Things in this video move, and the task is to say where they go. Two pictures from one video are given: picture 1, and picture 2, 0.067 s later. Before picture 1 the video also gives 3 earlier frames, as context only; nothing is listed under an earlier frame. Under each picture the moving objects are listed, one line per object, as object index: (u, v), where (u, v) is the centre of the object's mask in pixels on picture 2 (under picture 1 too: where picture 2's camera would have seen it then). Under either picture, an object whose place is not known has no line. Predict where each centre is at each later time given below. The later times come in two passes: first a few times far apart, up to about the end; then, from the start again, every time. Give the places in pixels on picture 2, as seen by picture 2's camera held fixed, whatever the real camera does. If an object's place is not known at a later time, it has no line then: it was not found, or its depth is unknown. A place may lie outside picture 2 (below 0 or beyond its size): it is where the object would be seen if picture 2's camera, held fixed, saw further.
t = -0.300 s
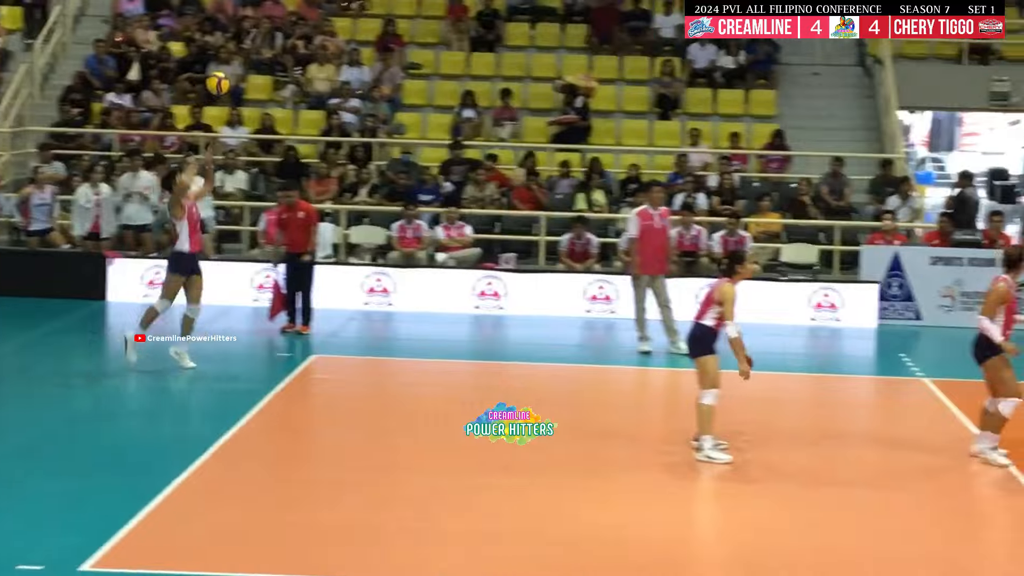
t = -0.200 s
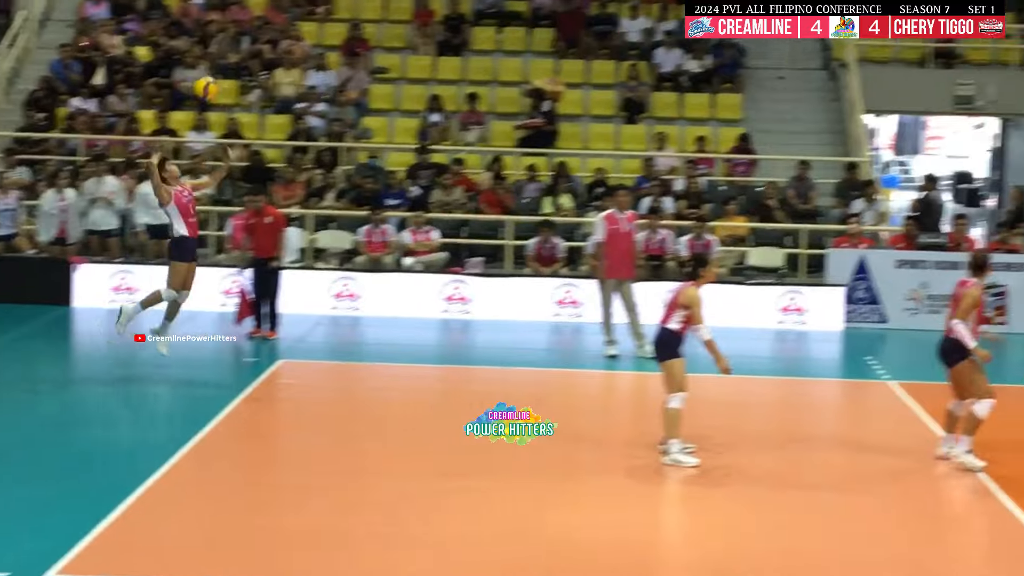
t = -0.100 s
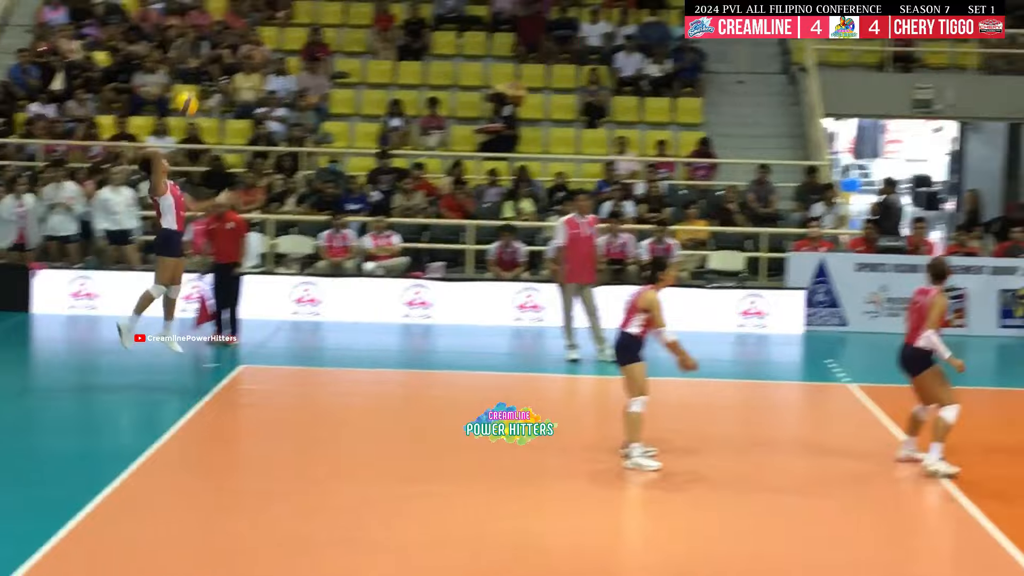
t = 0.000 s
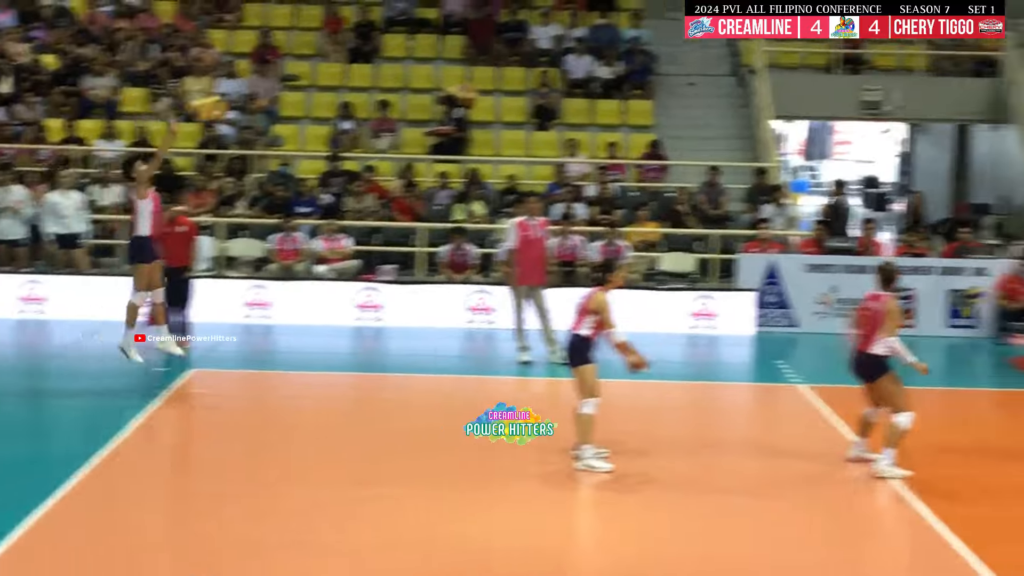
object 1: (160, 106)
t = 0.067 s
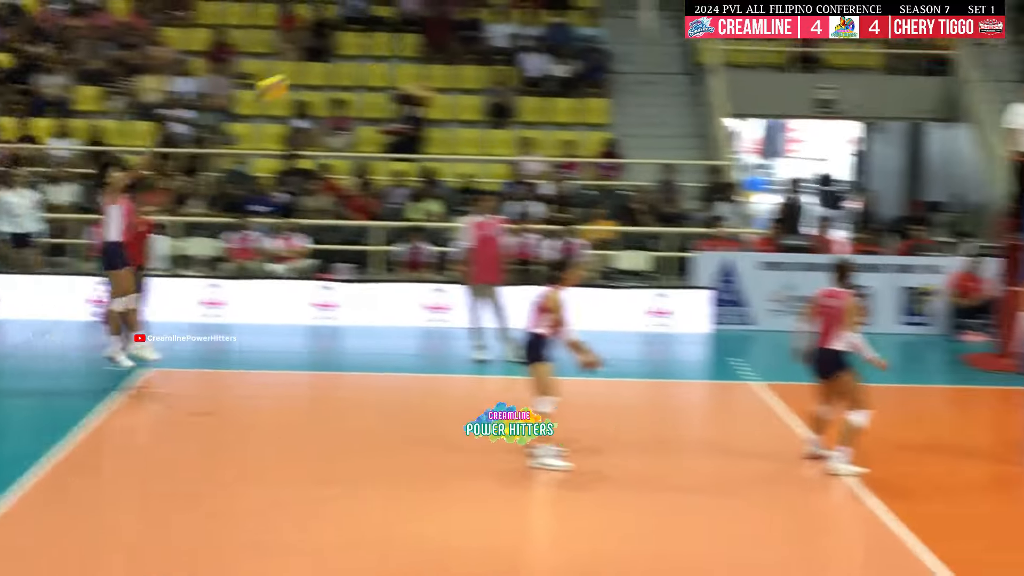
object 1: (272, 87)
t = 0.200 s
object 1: (491, 67)
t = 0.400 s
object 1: (797, 73)
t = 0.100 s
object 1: (328, 81)
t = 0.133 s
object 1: (382, 75)
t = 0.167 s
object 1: (437, 70)
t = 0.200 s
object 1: (491, 67)
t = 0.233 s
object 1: (544, 65)
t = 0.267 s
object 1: (596, 64)
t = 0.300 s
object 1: (647, 65)
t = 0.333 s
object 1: (698, 66)
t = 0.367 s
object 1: (748, 70)
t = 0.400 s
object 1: (797, 73)
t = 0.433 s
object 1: (844, 78)
